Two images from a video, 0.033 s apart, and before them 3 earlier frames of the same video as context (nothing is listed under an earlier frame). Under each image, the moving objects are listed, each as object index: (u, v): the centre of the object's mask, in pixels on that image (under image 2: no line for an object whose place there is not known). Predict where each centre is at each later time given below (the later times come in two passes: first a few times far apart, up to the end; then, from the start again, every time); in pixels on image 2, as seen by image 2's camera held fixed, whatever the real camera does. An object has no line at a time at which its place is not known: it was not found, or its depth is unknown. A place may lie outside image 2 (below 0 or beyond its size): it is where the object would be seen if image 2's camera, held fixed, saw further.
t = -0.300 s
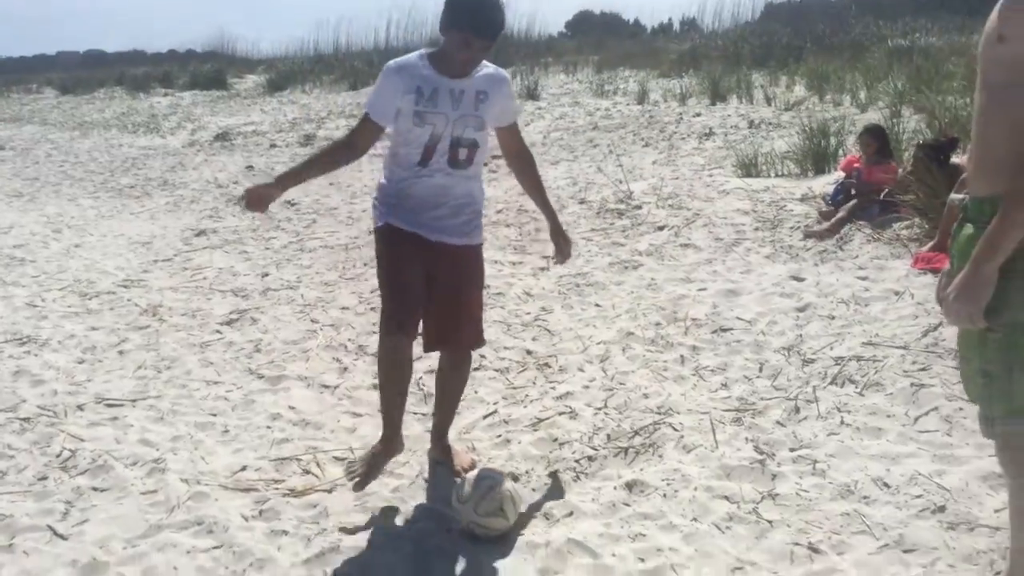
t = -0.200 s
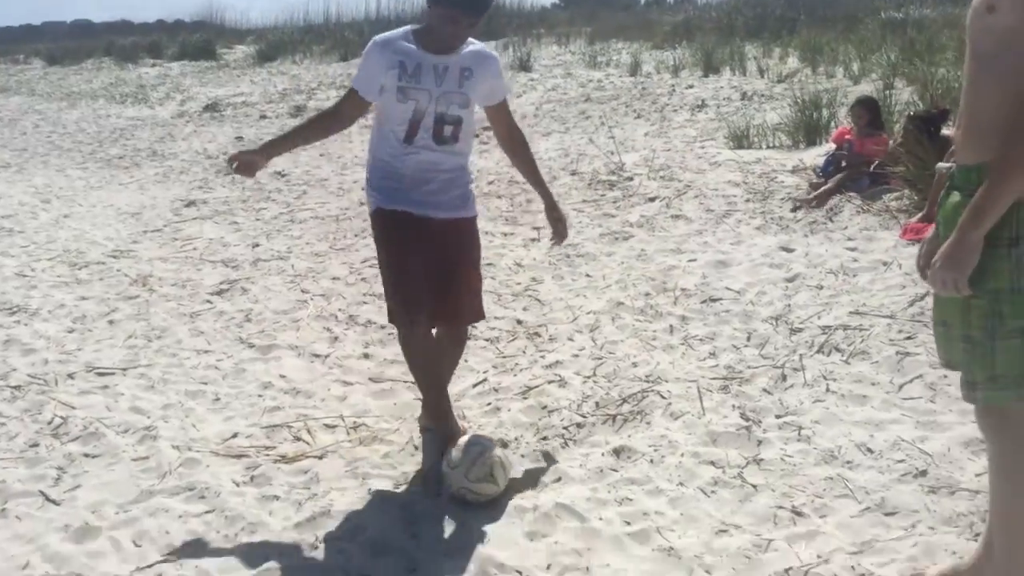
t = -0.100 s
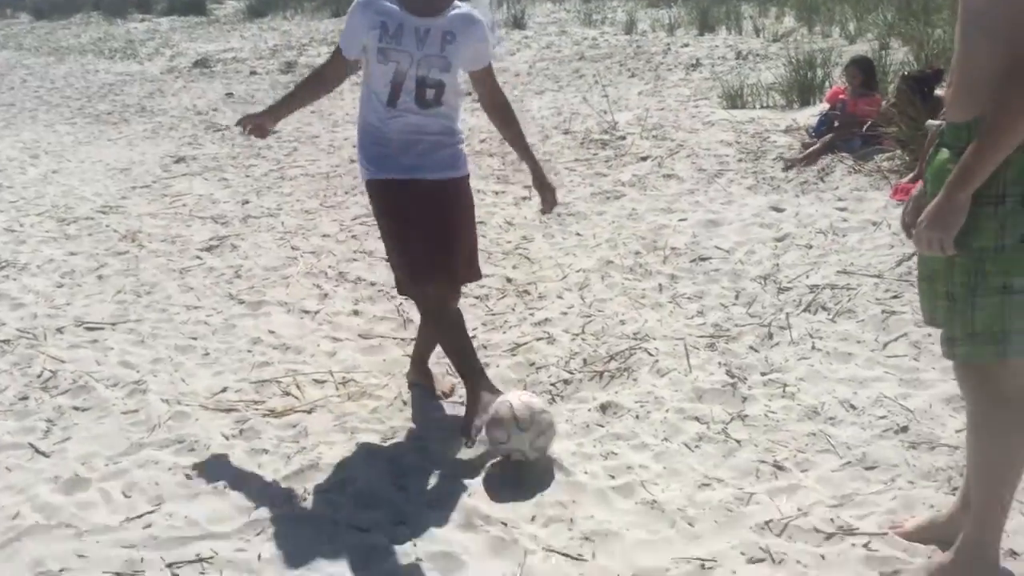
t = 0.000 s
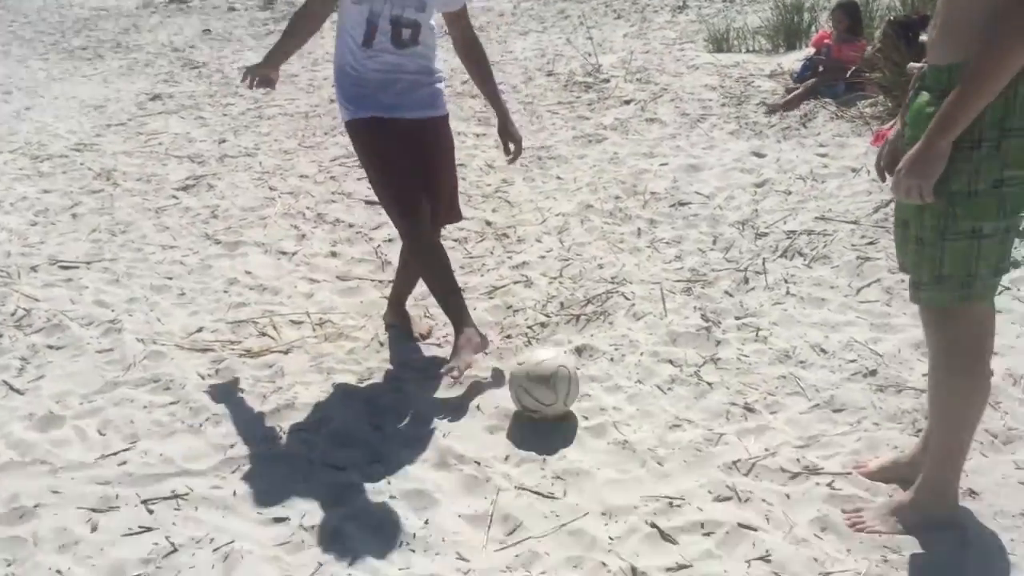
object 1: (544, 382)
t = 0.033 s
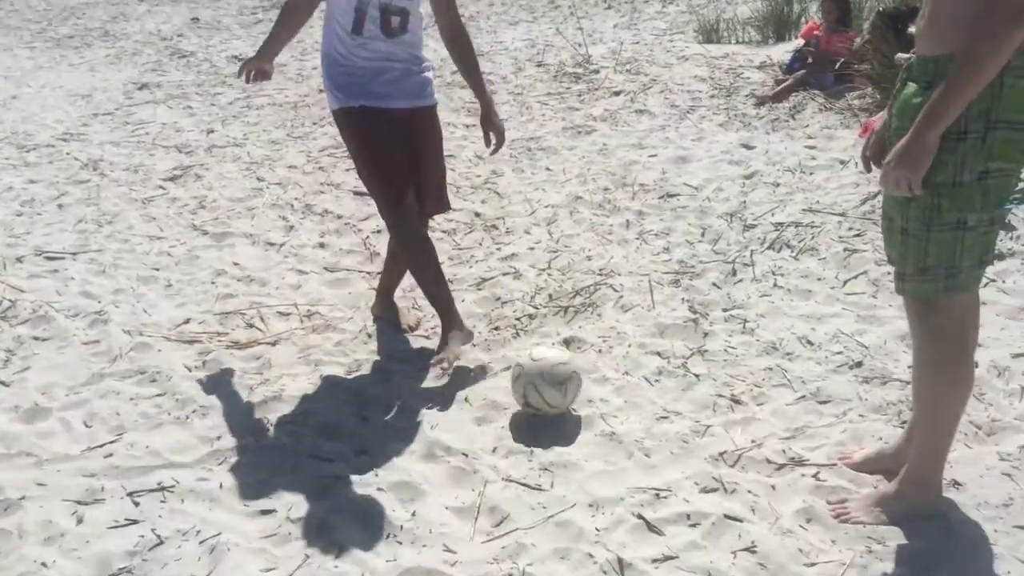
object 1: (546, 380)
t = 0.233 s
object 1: (618, 393)
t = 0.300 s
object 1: (638, 394)
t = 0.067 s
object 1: (559, 381)
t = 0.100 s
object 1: (572, 383)
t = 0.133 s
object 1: (583, 385)
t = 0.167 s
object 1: (595, 388)
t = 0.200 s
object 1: (608, 394)
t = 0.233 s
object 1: (618, 393)
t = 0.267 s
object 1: (628, 392)
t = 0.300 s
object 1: (638, 394)
